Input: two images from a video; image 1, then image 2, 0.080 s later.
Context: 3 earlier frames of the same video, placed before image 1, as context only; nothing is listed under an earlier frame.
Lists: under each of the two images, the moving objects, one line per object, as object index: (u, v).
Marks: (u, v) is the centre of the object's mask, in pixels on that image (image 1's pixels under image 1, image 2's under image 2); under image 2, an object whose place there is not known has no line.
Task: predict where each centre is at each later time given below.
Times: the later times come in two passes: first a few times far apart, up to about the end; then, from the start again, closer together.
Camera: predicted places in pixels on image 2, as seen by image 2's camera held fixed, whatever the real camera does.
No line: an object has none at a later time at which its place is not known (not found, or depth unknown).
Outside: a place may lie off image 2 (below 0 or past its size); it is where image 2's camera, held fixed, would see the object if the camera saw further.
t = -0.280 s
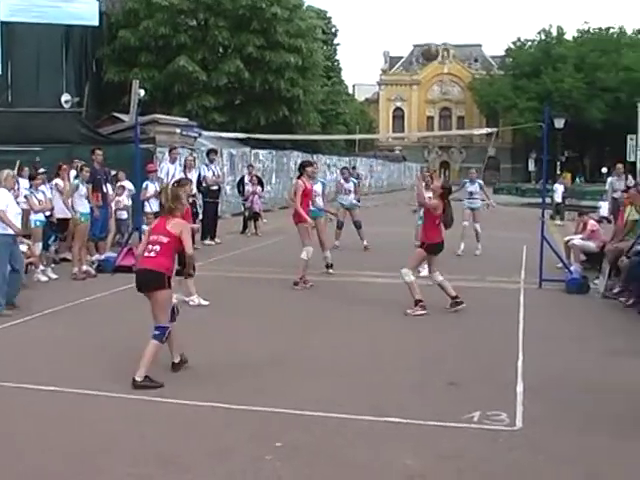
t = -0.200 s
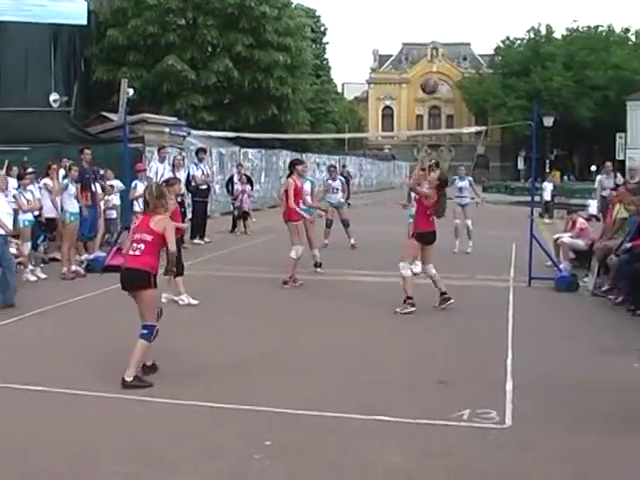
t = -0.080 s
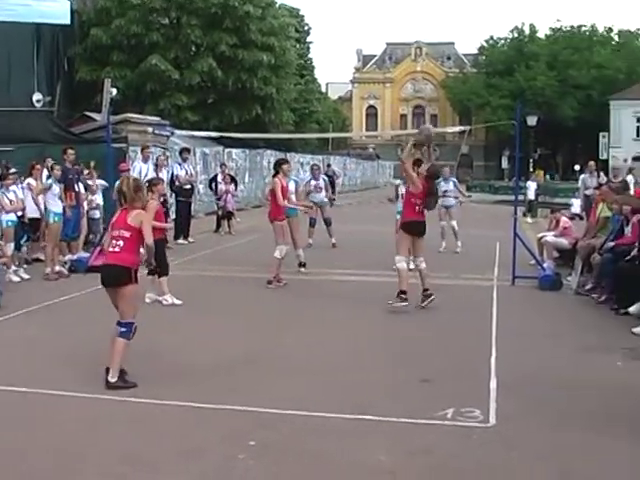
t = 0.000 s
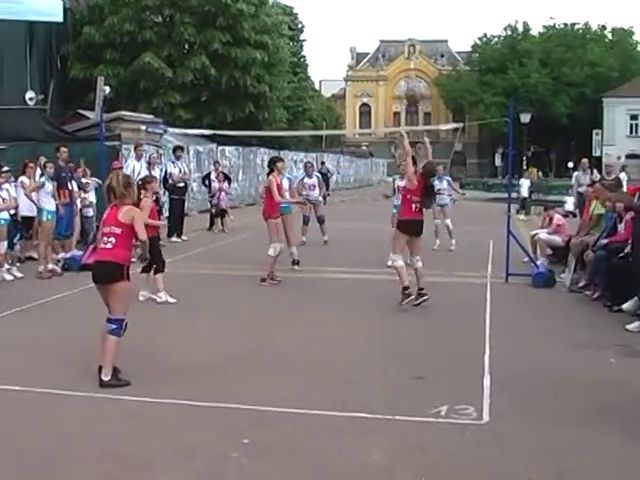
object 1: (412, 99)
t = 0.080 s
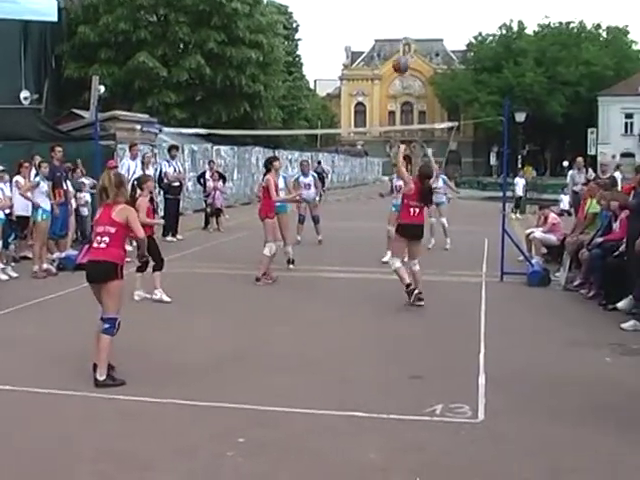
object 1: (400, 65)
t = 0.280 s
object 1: (384, 24)
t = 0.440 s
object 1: (374, 18)
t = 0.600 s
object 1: (365, 30)
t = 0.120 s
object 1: (396, 55)
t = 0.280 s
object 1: (384, 24)
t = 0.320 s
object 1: (381, 21)
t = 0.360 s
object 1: (378, 19)
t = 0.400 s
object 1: (376, 18)
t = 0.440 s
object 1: (374, 18)
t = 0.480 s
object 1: (371, 20)
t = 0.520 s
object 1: (369, 22)
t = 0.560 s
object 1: (367, 25)
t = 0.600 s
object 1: (365, 30)
